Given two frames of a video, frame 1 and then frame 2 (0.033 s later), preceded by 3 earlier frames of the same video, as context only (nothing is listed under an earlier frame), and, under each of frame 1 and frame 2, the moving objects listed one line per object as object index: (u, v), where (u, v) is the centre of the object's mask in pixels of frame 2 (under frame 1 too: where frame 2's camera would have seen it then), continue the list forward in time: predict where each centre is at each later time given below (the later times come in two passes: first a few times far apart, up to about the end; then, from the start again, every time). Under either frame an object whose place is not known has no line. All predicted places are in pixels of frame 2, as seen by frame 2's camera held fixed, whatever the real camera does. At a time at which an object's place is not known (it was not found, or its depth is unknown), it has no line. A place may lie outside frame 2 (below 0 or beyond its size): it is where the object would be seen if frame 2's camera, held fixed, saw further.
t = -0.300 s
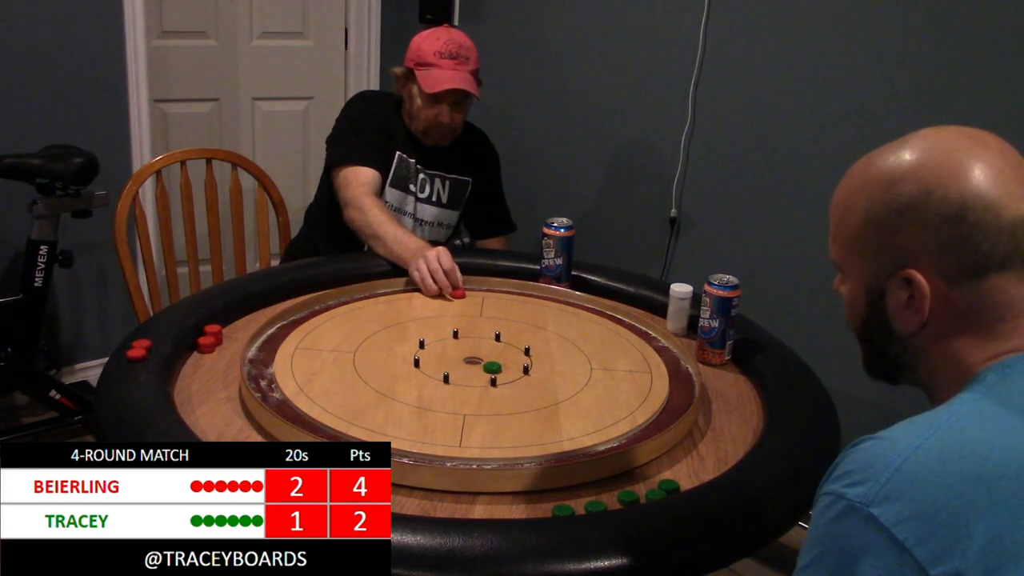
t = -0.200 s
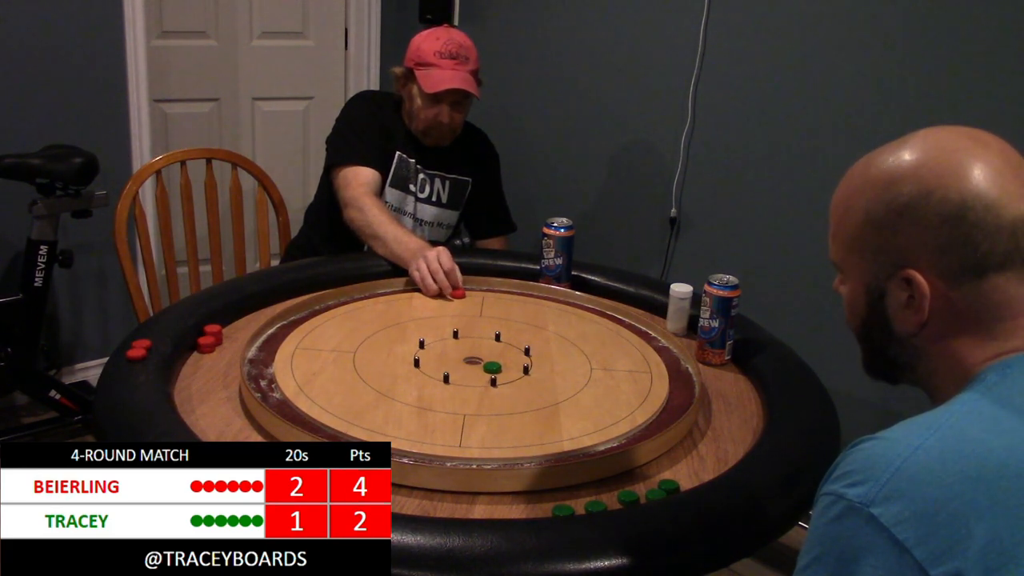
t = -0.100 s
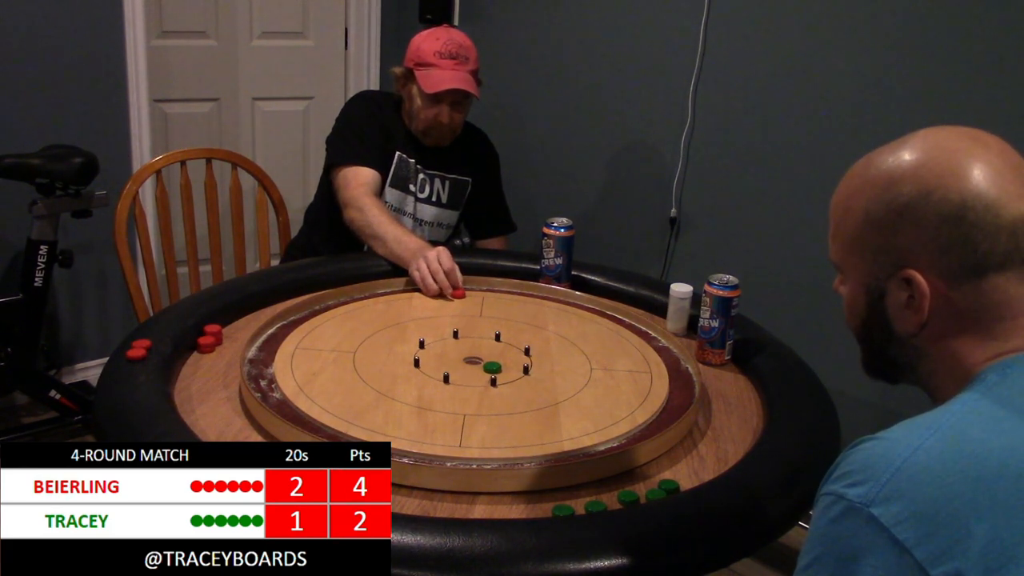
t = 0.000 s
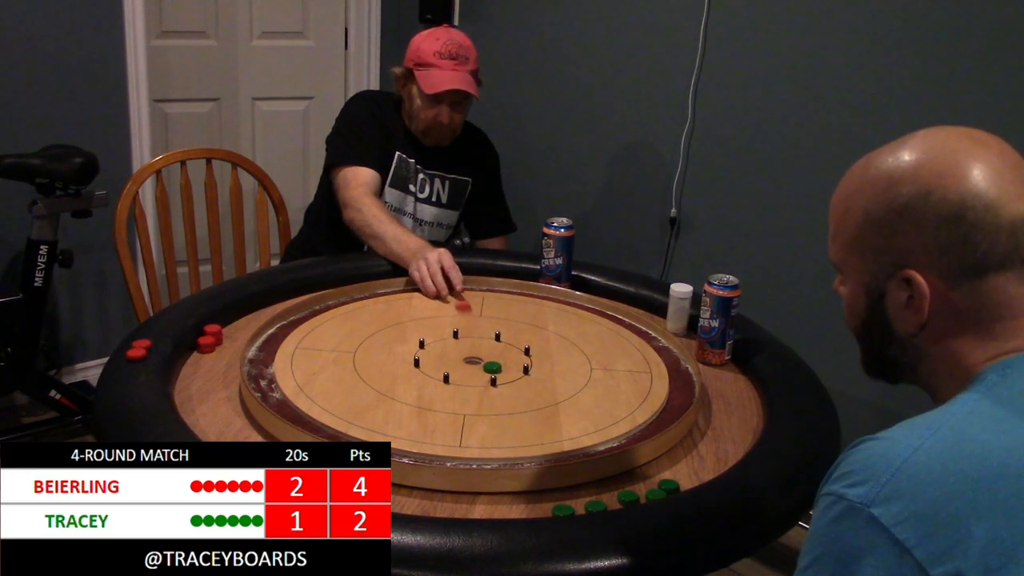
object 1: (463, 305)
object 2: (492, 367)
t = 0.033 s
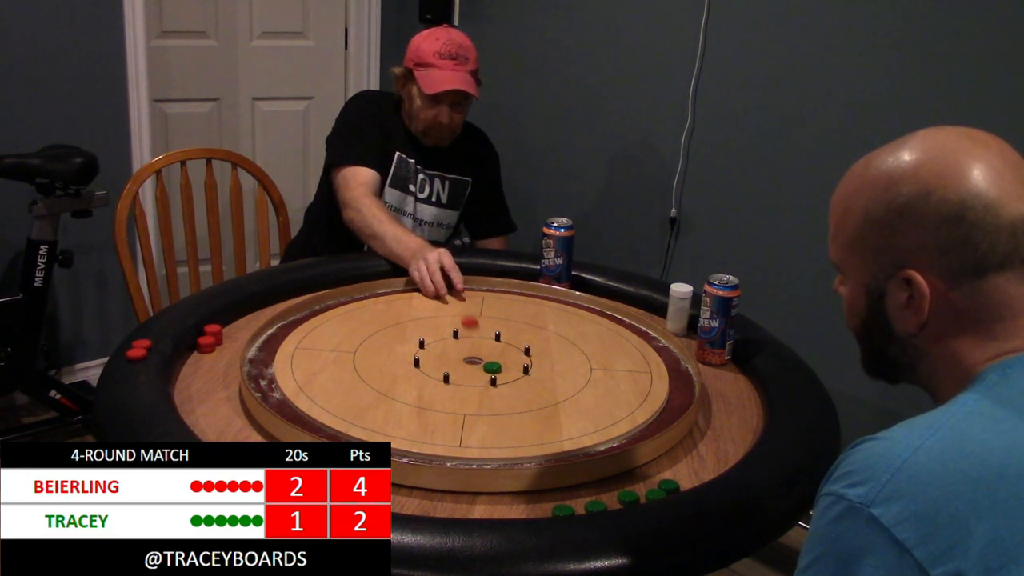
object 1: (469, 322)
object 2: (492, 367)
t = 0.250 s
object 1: (466, 365)
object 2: (594, 393)
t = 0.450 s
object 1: (460, 367)
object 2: (678, 406)
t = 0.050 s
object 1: (473, 331)
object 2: (492, 367)
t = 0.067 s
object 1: (477, 339)
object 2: (492, 367)
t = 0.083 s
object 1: (481, 348)
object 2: (492, 367)
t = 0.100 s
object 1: (484, 358)
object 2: (492, 367)
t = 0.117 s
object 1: (483, 360)
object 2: (497, 372)
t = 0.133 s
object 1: (480, 361)
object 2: (505, 379)
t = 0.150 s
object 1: (478, 362)
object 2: (518, 381)
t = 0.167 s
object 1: (476, 363)
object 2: (531, 384)
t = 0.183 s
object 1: (473, 363)
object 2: (545, 386)
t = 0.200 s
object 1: (472, 364)
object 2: (557, 388)
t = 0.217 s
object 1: (469, 364)
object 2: (569, 389)
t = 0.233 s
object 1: (468, 365)
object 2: (581, 391)
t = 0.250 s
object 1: (466, 365)
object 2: (594, 393)
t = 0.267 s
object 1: (465, 366)
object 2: (606, 396)
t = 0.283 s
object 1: (463, 366)
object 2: (619, 398)
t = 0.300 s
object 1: (463, 366)
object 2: (631, 400)
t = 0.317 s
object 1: (462, 367)
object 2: (644, 402)
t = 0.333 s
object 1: (461, 367)
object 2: (655, 403)
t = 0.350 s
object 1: (461, 367)
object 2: (668, 407)
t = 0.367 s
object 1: (460, 367)
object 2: (676, 409)
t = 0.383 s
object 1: (460, 367)
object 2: (676, 410)
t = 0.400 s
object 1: (460, 367)
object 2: (674, 407)
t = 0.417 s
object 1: (460, 367)
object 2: (674, 406)
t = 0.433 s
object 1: (460, 367)
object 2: (676, 406)
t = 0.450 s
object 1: (460, 367)
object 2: (678, 406)
